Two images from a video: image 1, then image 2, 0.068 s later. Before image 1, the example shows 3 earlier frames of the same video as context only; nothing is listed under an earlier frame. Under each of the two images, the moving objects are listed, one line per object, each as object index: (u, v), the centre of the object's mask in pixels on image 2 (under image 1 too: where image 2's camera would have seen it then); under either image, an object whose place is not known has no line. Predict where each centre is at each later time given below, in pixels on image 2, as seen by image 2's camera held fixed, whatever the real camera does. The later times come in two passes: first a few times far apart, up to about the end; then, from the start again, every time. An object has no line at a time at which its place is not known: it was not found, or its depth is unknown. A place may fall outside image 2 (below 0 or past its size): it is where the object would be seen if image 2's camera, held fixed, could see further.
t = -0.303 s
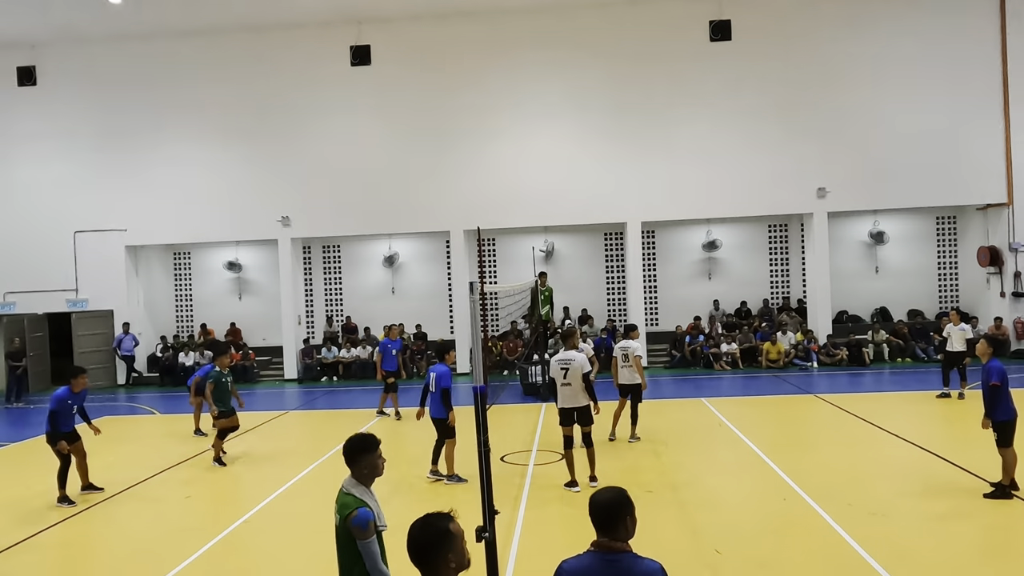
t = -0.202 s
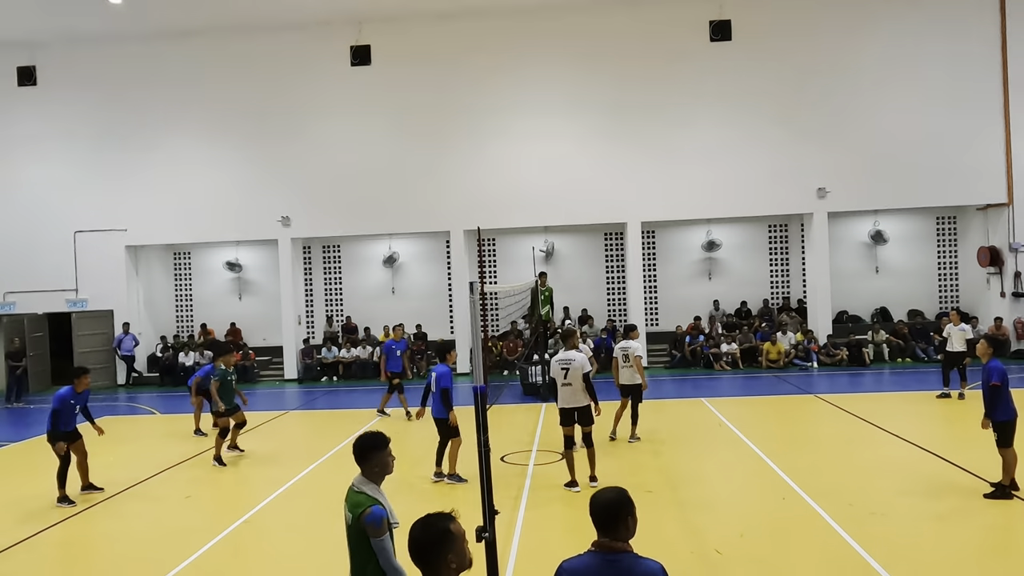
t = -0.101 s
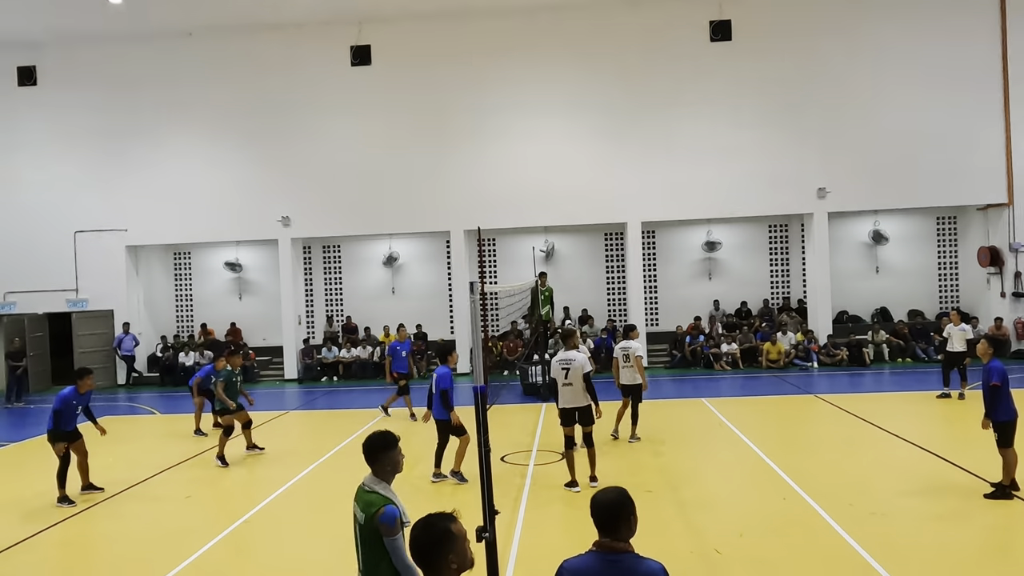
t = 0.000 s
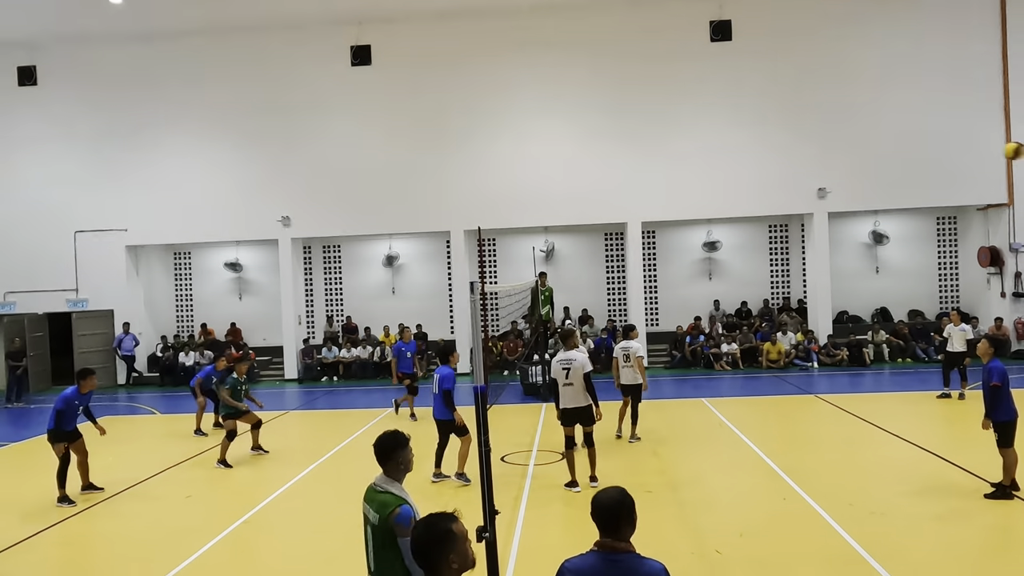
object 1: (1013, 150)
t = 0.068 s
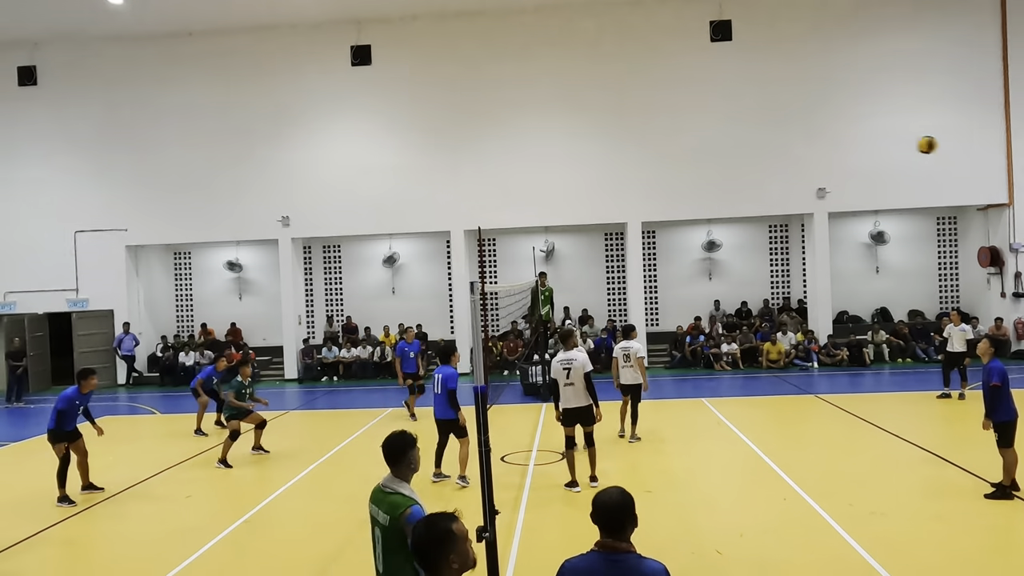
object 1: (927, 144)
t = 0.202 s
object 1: (772, 146)
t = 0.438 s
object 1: (553, 178)
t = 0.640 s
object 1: (408, 226)
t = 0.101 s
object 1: (886, 143)
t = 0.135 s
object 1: (847, 143)
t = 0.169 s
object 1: (809, 143)
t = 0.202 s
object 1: (772, 146)
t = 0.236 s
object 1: (737, 148)
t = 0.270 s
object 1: (703, 152)
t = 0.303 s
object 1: (671, 156)
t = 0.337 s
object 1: (640, 160)
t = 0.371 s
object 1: (609, 165)
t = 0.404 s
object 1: (581, 171)
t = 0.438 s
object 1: (553, 178)
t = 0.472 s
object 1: (527, 184)
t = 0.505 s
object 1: (501, 191)
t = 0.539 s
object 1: (476, 199)
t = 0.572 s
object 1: (453, 207)
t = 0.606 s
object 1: (430, 217)
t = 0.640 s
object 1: (408, 226)
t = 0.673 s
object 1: (387, 236)
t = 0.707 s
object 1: (366, 245)
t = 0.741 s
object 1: (346, 257)
